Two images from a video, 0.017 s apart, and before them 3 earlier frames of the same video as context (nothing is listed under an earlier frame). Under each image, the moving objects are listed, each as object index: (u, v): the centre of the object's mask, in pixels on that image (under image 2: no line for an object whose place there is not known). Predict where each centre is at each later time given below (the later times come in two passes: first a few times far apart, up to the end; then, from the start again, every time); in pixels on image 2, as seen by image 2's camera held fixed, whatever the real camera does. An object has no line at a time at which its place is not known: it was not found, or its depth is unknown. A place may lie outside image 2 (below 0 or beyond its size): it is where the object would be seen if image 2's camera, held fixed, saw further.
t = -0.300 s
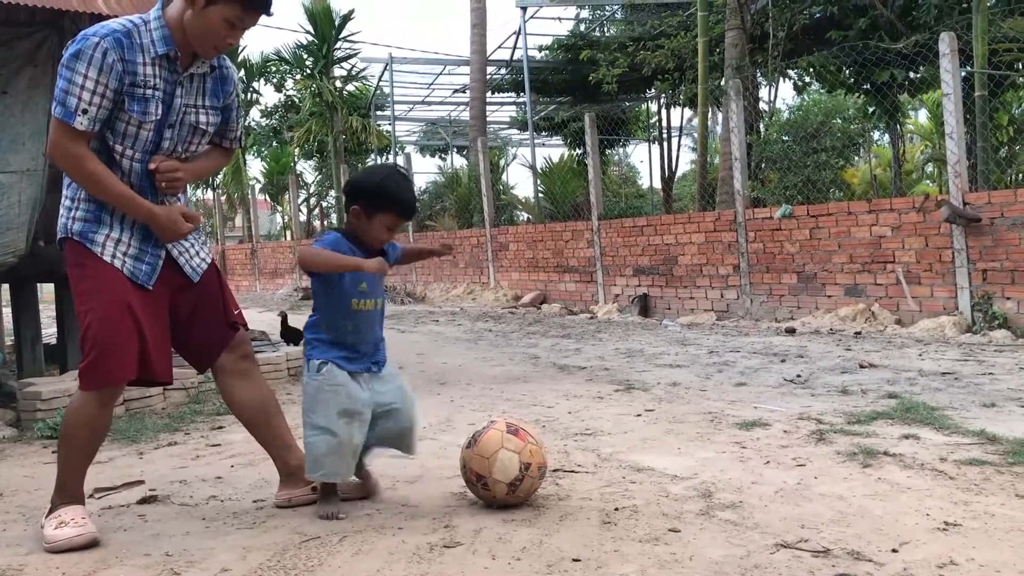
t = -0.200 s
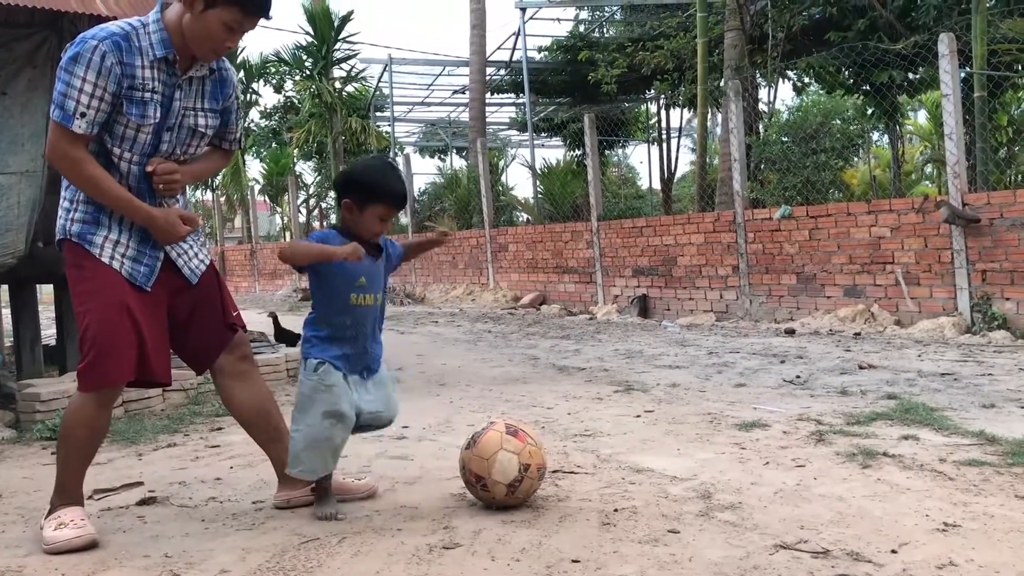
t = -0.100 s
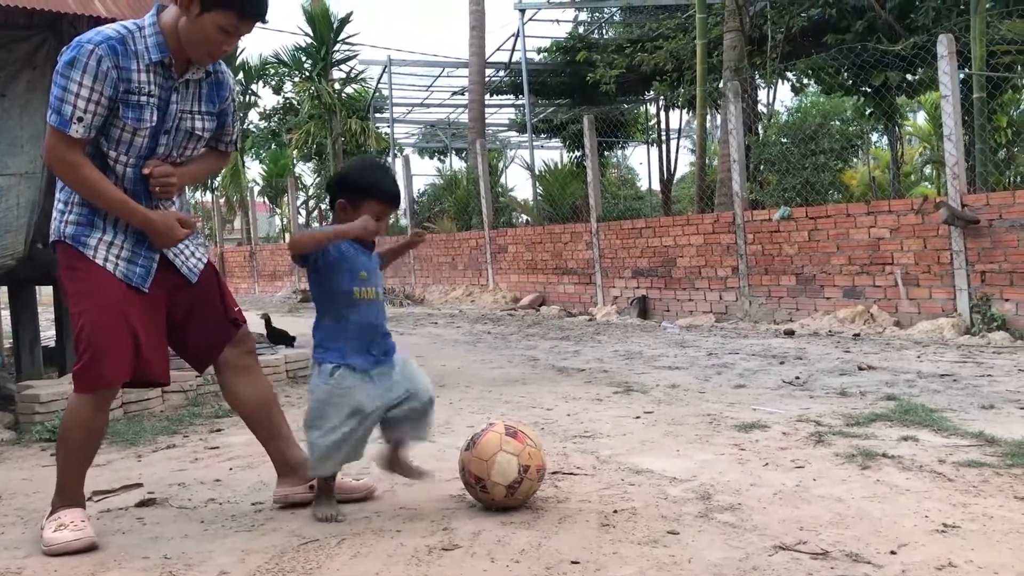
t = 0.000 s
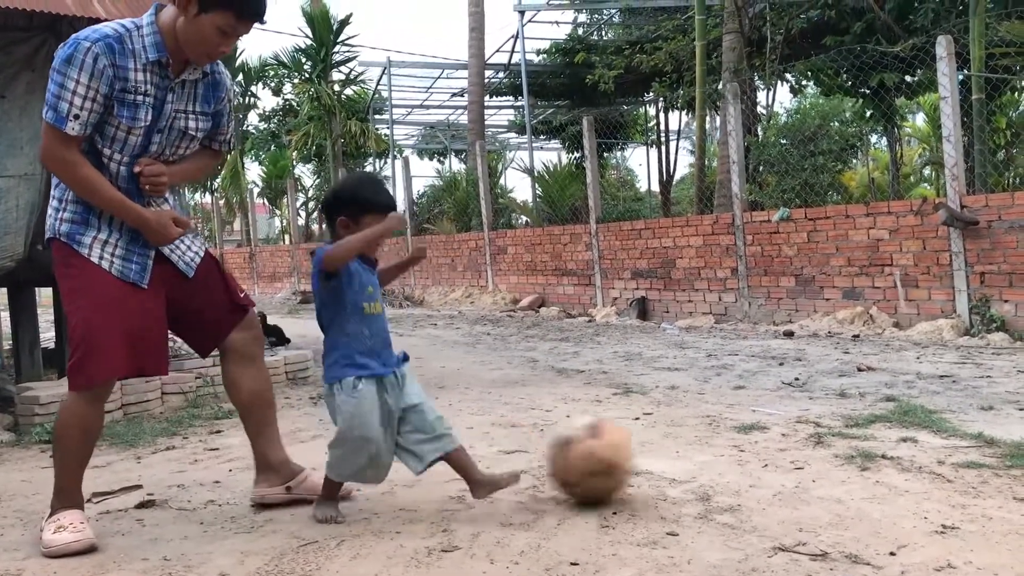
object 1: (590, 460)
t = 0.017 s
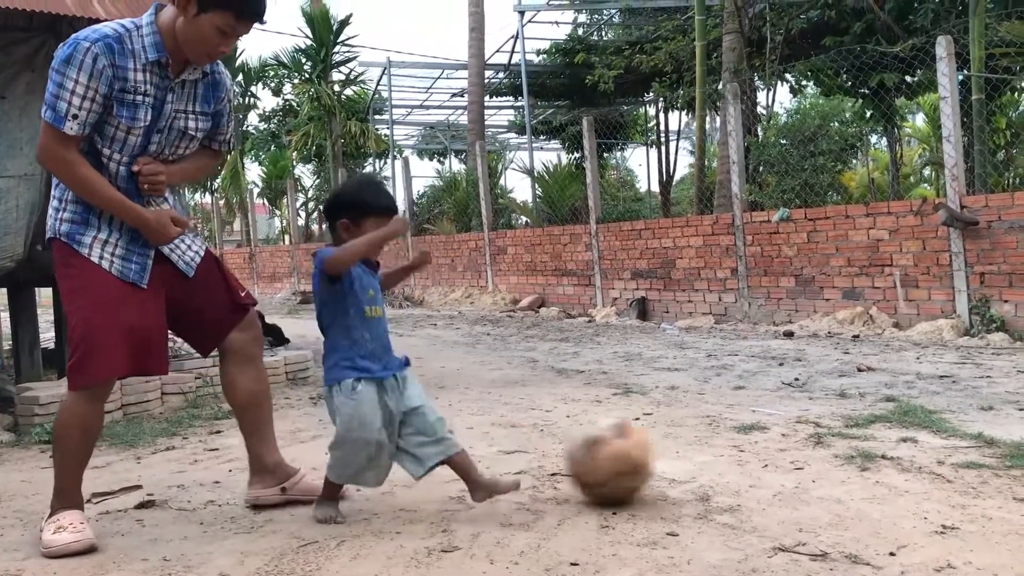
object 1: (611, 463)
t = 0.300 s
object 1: (841, 448)
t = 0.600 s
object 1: (1017, 442)
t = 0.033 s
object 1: (630, 465)
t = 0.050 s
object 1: (644, 460)
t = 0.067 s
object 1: (661, 458)
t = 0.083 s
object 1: (677, 460)
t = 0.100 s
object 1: (692, 458)
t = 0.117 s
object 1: (705, 454)
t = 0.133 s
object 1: (719, 452)
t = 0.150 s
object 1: (730, 451)
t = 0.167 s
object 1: (743, 451)
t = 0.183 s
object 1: (756, 452)
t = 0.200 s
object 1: (769, 454)
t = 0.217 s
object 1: (781, 455)
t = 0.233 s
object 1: (794, 451)
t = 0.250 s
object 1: (805, 450)
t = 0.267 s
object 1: (816, 448)
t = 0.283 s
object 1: (827, 447)
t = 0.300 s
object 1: (841, 448)
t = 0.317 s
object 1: (852, 450)
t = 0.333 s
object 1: (865, 454)
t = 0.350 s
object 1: (877, 453)
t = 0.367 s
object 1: (889, 451)
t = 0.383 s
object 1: (901, 450)
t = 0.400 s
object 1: (912, 451)
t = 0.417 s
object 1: (924, 452)
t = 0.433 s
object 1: (936, 450)
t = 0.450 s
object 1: (946, 448)
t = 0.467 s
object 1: (957, 447)
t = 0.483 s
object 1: (971, 448)
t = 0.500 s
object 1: (982, 450)
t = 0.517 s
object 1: (989, 452)
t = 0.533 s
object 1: (996, 450)
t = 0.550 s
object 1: (1003, 447)
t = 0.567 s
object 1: (1008, 445)
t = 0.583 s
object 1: (1014, 446)
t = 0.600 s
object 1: (1017, 442)
